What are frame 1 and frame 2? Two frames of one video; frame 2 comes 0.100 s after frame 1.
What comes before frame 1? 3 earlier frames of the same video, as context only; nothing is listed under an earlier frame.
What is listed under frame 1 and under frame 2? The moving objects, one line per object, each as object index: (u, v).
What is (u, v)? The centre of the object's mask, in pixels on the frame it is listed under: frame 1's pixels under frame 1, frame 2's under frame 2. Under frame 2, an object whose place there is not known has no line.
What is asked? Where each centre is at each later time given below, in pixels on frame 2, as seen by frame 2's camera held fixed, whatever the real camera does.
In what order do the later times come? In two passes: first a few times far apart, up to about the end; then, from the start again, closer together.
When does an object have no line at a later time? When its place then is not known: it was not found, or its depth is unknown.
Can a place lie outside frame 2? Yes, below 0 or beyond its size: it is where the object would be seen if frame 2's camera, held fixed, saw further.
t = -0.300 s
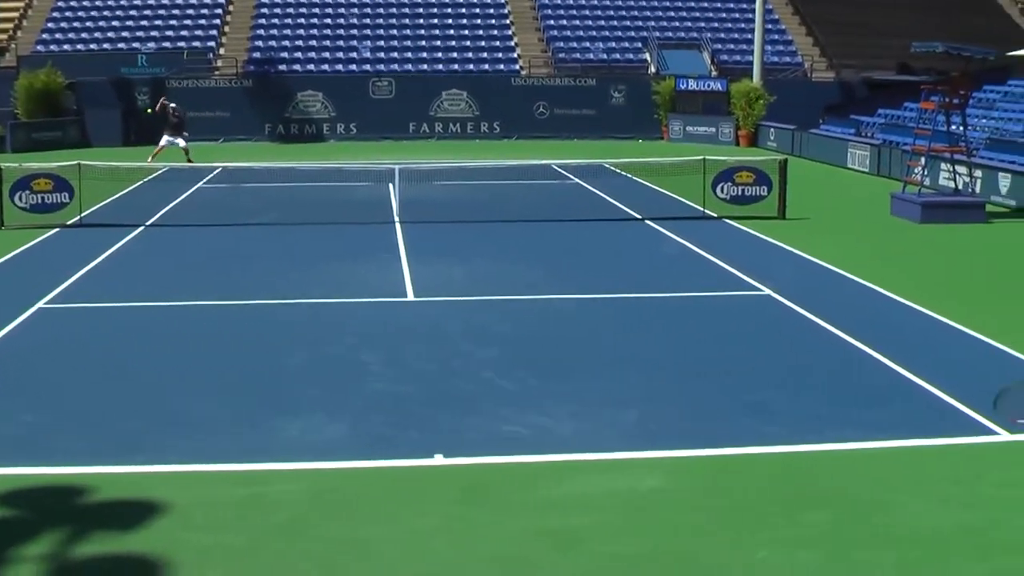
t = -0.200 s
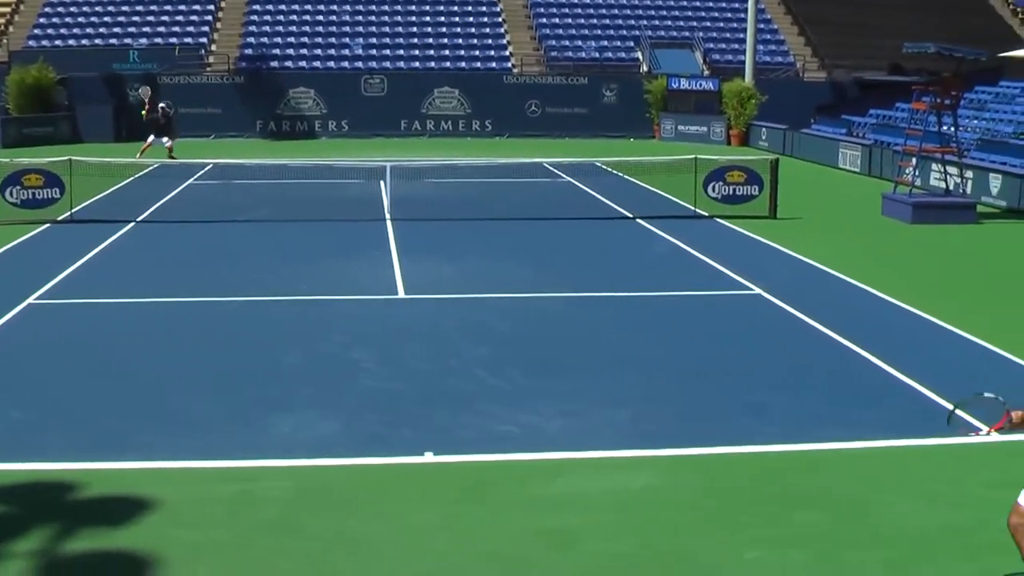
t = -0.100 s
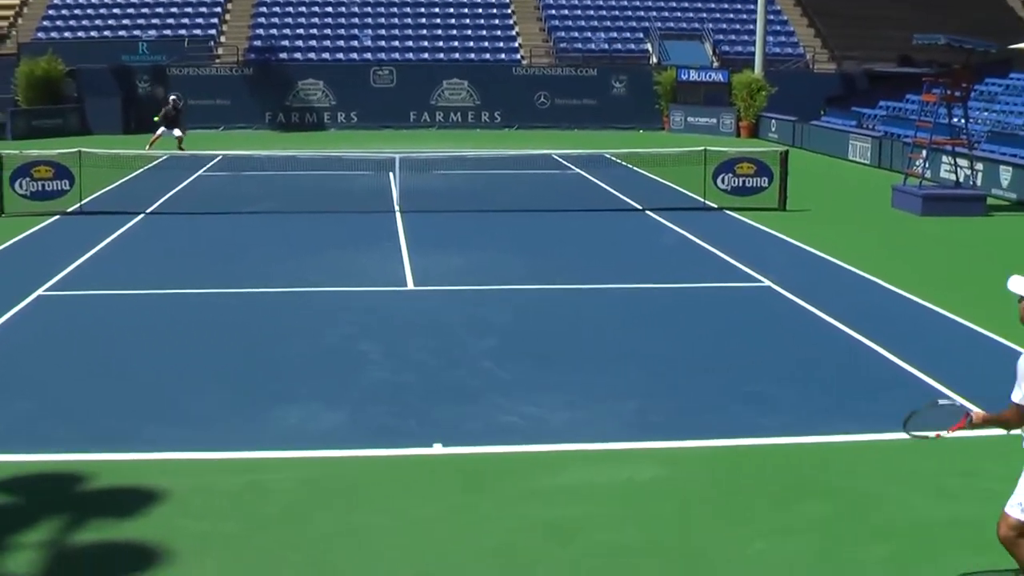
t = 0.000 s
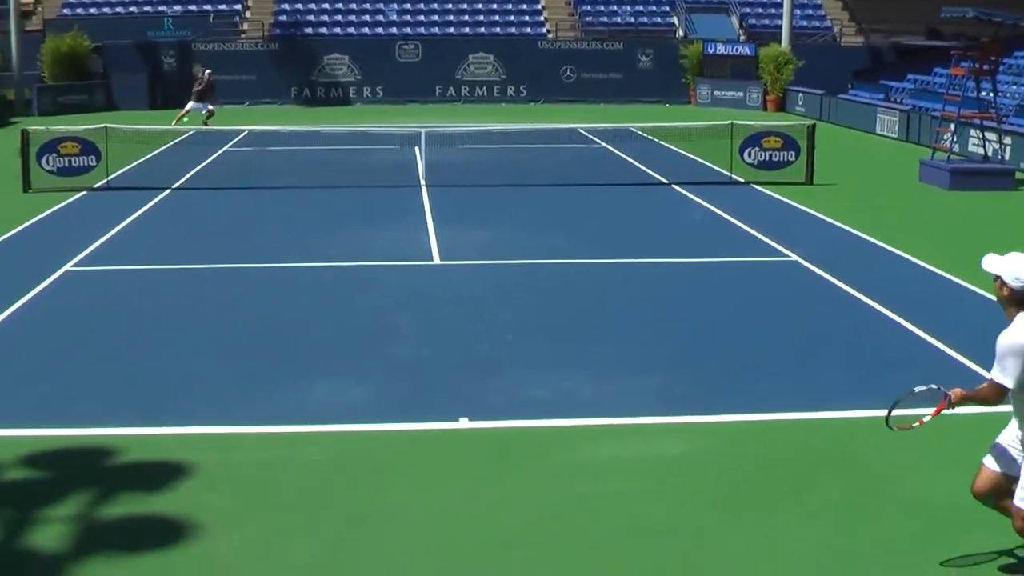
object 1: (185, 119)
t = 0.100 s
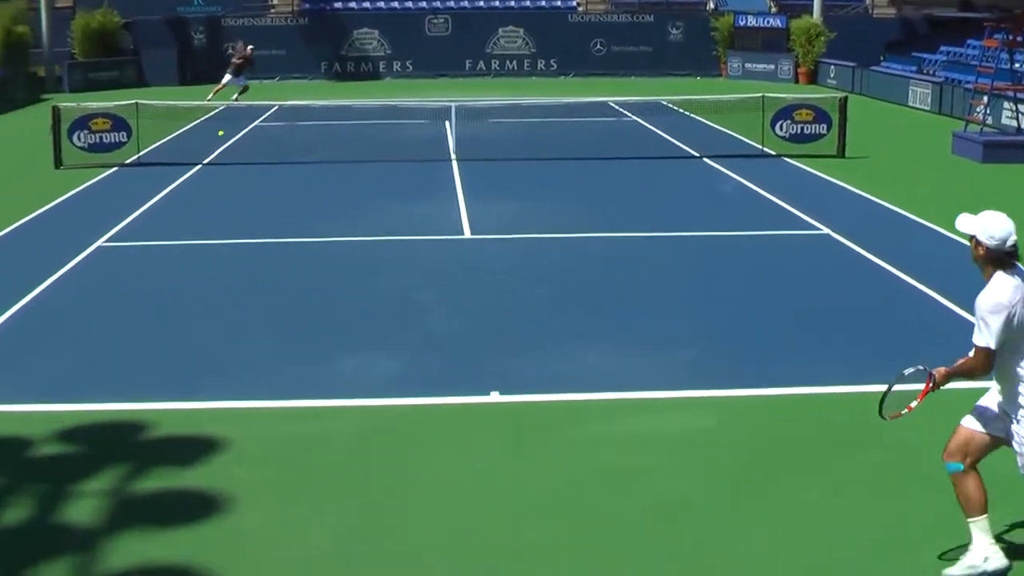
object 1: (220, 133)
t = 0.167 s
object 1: (224, 167)
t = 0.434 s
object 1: (234, 179)
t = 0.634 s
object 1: (242, 182)
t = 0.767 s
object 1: (251, 222)
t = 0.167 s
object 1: (224, 167)
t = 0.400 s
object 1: (233, 183)
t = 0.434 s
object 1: (234, 179)
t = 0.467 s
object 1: (235, 177)
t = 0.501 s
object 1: (237, 175)
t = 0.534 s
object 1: (238, 175)
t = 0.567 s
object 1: (239, 176)
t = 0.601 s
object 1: (241, 178)
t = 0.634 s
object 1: (242, 182)
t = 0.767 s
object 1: (251, 222)
